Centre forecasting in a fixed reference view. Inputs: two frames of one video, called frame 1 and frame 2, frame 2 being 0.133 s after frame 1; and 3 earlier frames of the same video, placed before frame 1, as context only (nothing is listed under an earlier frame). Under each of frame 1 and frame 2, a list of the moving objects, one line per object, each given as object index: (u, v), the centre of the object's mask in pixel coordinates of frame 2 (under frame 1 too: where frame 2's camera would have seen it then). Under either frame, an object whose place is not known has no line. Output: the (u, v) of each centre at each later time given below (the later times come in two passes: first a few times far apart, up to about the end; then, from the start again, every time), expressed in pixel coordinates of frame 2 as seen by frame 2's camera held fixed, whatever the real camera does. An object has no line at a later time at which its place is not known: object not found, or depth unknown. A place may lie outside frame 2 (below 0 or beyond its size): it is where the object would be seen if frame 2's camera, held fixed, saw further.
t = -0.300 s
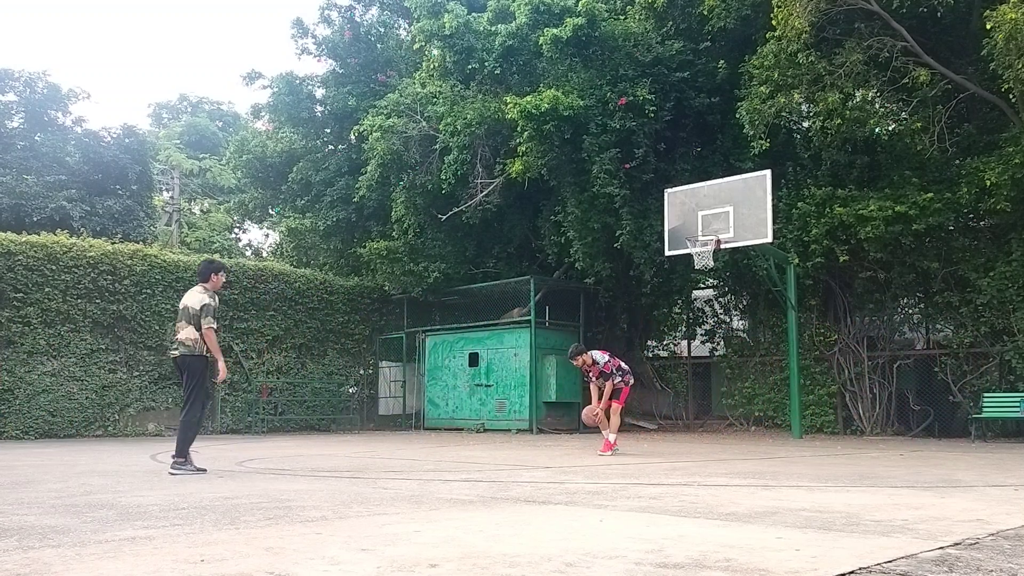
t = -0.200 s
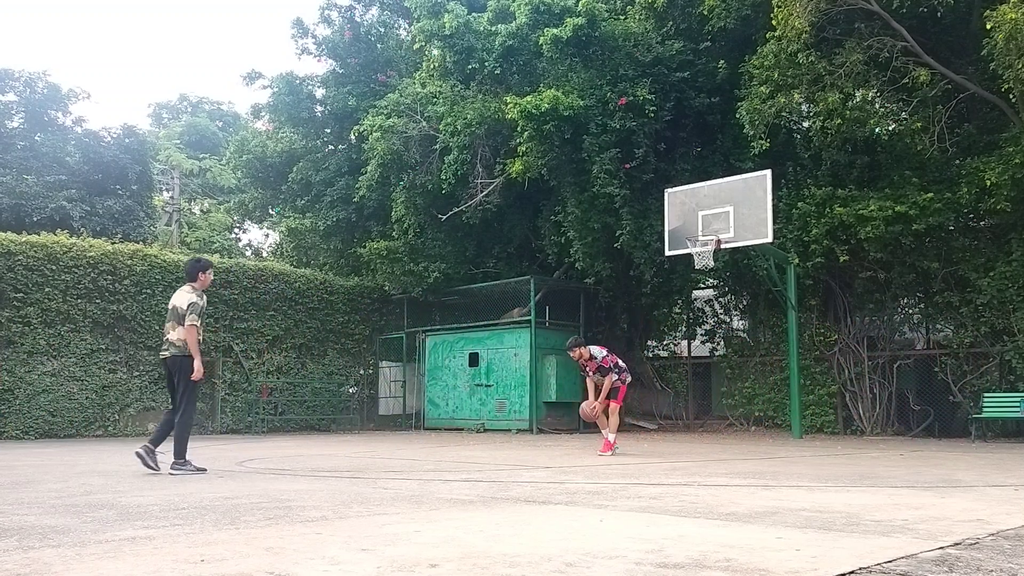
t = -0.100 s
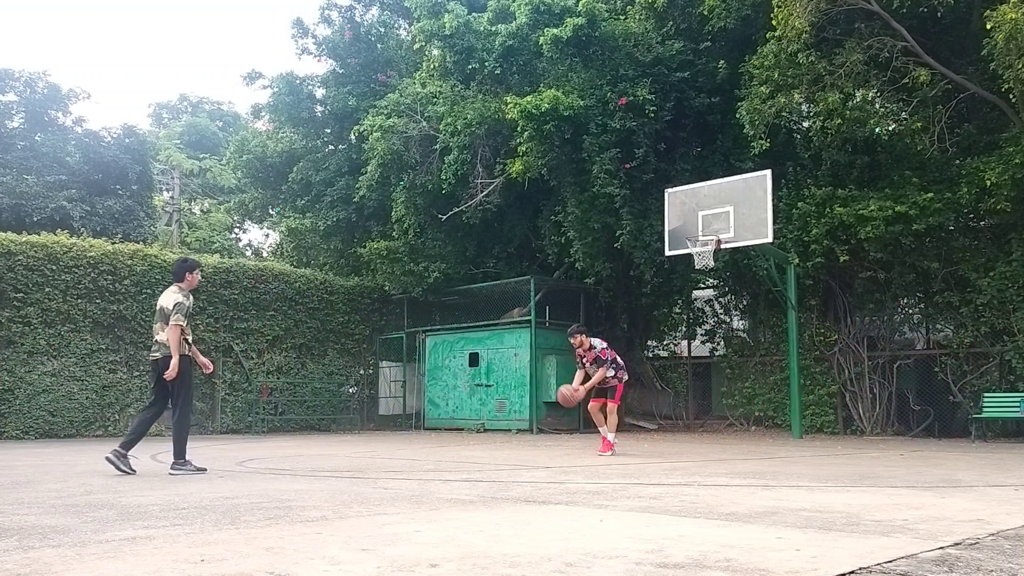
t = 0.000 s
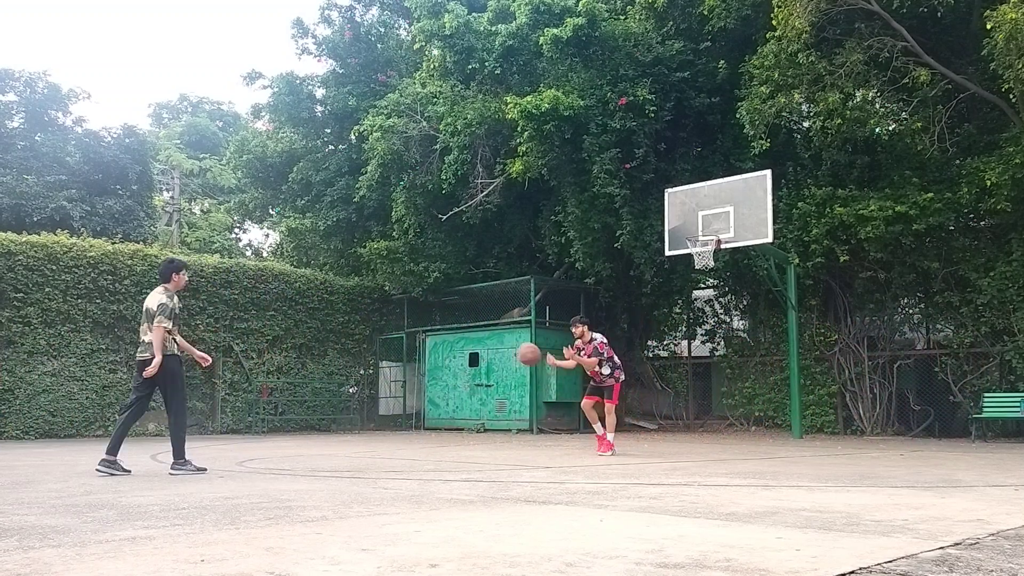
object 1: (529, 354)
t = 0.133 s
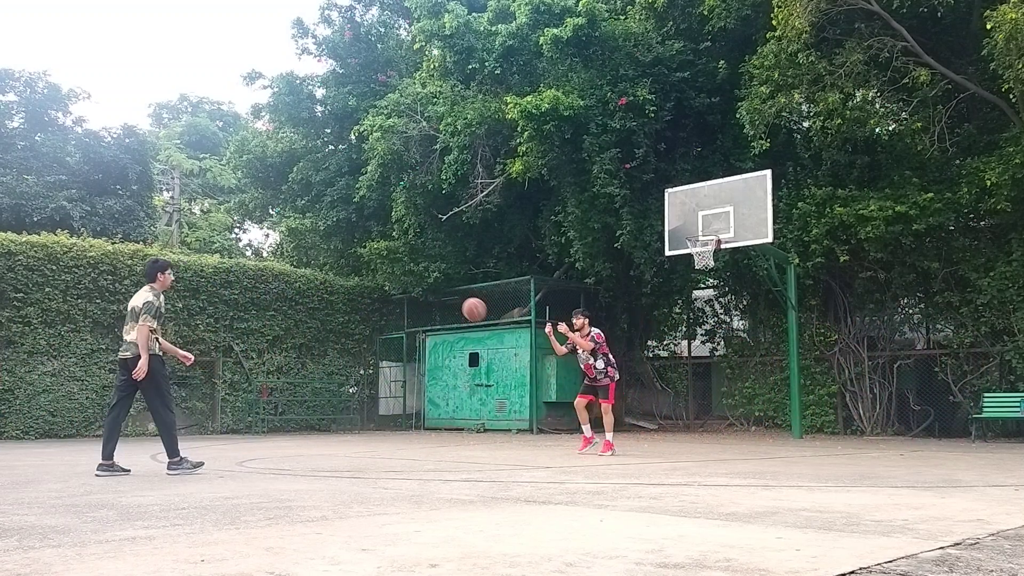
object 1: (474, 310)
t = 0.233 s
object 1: (431, 286)
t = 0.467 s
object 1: (320, 264)
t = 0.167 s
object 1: (460, 301)
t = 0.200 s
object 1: (446, 293)
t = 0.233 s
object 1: (431, 286)
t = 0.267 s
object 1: (416, 280)
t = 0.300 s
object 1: (401, 275)
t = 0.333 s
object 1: (386, 270)
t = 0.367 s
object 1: (370, 267)
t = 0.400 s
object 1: (354, 265)
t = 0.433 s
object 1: (338, 265)
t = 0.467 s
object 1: (320, 264)
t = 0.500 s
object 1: (303, 266)
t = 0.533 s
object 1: (286, 269)
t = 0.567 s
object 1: (269, 273)
